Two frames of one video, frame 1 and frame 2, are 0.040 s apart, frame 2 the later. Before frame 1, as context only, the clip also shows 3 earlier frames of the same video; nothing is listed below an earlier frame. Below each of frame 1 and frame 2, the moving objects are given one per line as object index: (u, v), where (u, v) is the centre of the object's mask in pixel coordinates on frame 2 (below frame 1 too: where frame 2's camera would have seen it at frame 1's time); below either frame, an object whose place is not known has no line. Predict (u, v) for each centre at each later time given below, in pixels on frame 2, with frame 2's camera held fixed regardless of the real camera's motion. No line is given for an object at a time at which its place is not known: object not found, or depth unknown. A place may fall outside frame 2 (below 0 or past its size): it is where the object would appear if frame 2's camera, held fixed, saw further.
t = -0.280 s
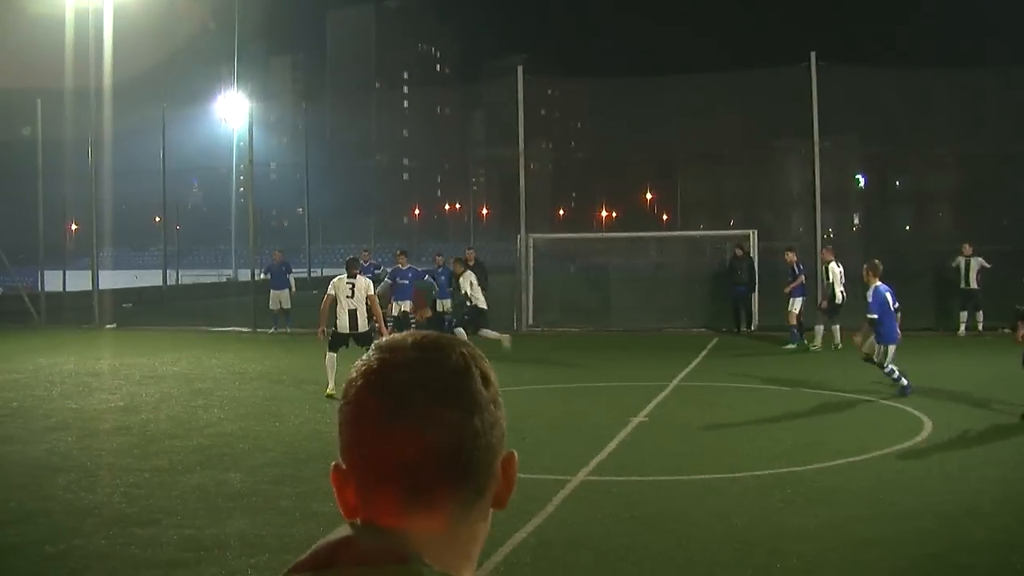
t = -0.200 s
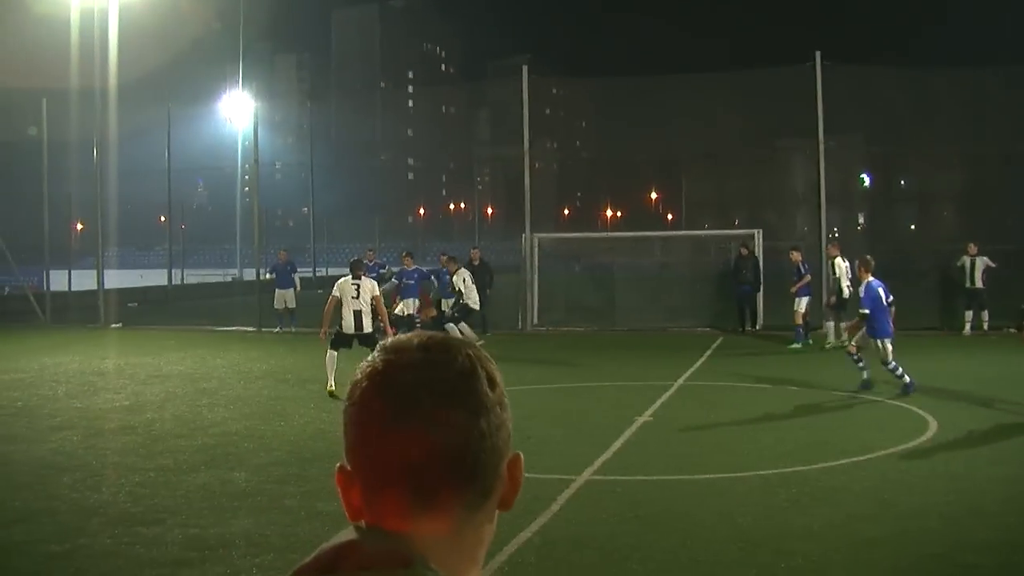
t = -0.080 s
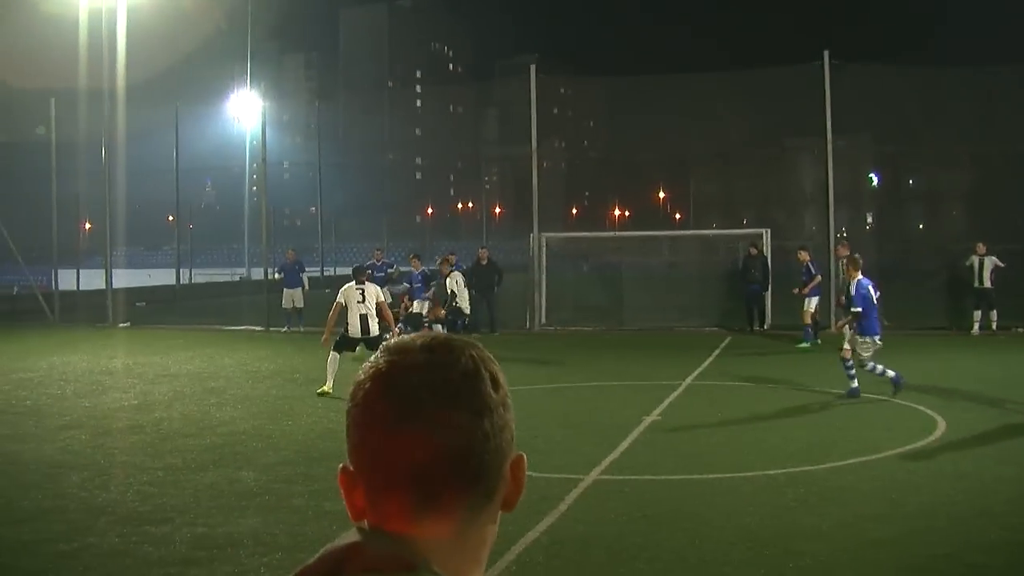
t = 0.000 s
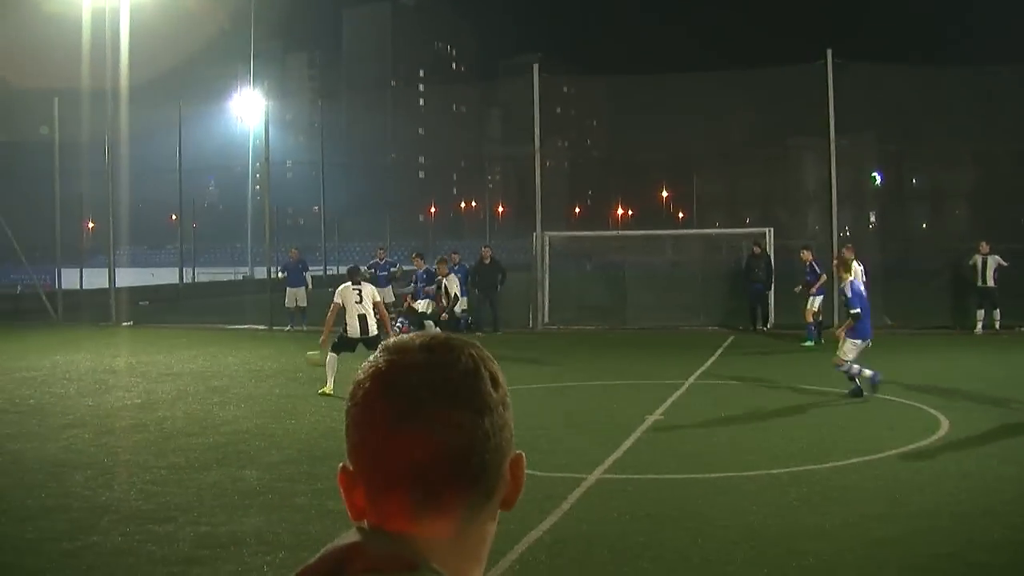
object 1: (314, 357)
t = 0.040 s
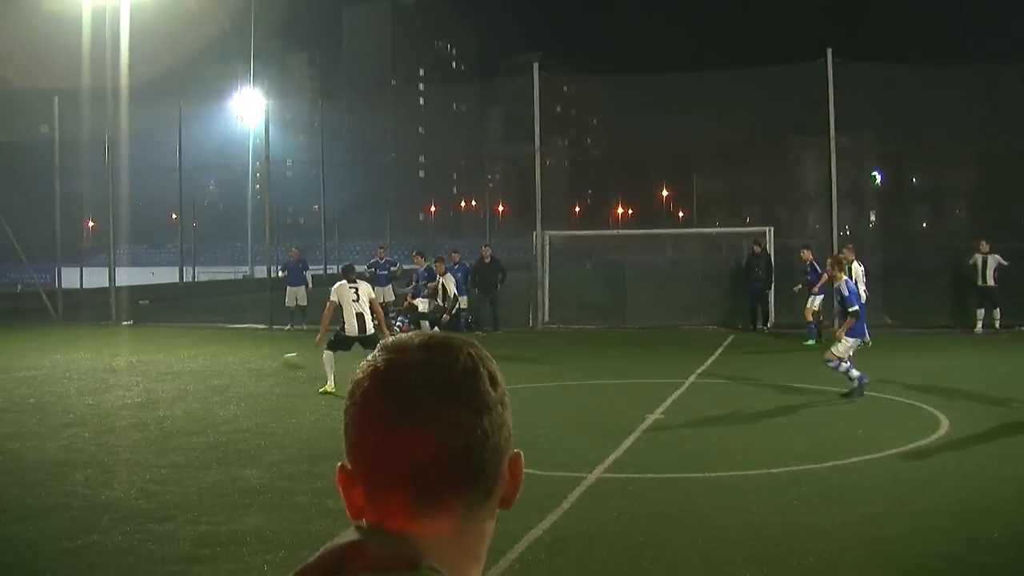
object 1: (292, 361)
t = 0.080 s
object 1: (269, 363)
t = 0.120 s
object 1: (247, 366)
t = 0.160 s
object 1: (224, 370)
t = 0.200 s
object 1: (202, 373)
